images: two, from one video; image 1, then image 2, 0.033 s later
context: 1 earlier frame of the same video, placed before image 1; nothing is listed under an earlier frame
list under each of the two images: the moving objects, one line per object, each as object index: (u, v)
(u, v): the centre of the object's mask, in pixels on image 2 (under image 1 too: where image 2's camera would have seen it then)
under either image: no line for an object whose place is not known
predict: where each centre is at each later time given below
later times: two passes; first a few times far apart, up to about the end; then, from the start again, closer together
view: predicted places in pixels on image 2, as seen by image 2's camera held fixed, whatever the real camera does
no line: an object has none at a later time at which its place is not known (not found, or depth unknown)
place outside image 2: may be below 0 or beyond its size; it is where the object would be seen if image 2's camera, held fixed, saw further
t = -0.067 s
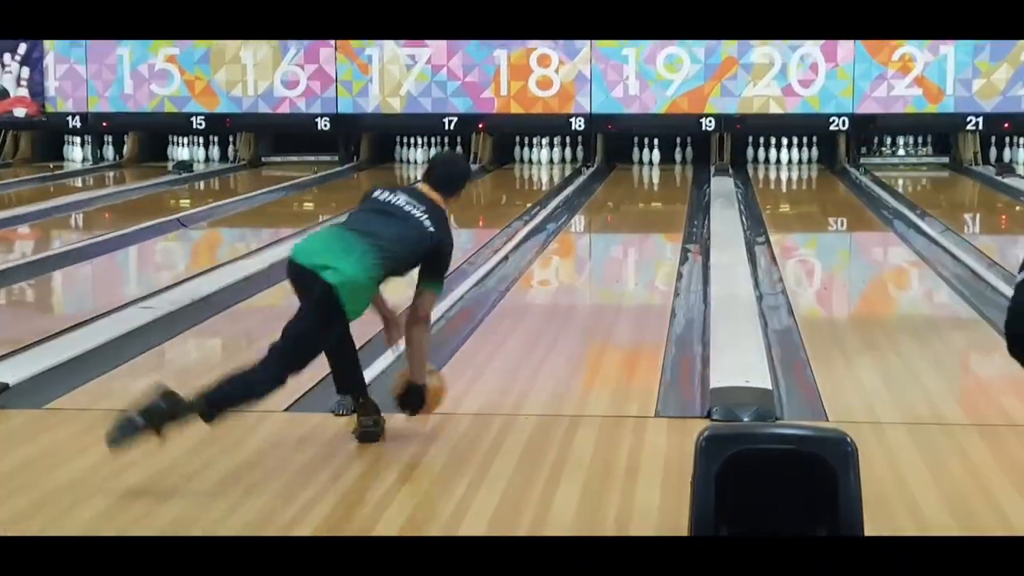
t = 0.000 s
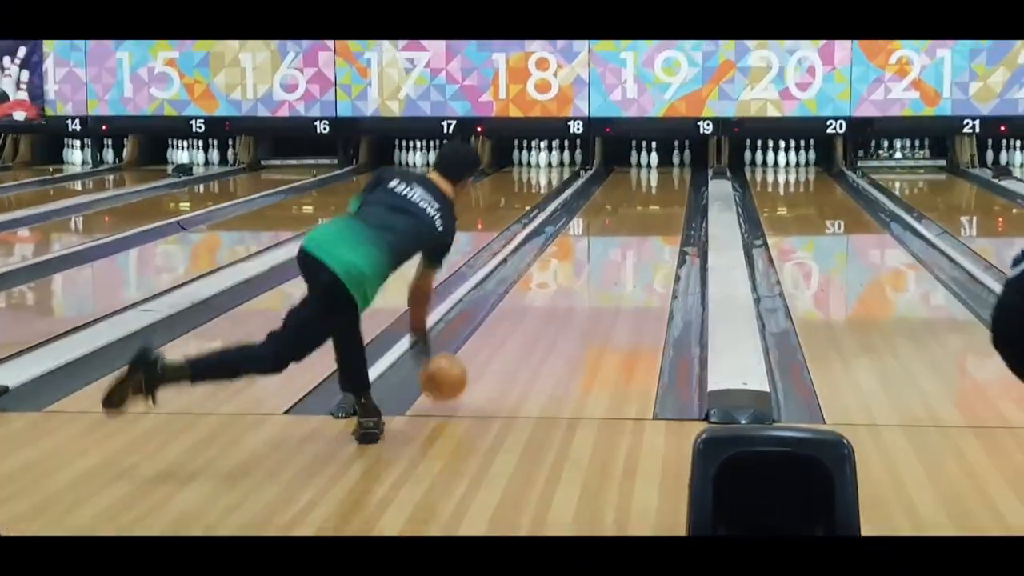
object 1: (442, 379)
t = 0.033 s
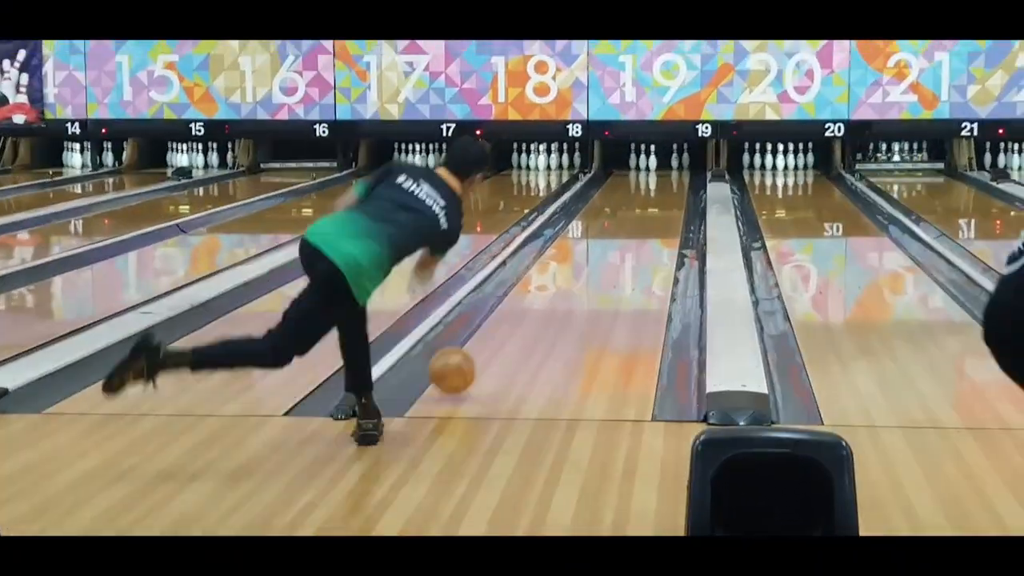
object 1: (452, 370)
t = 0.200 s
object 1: (493, 332)
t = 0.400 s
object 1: (529, 292)
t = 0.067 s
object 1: (461, 365)
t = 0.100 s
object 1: (470, 357)
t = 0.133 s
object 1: (479, 349)
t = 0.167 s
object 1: (487, 340)
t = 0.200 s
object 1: (493, 332)
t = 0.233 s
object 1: (500, 325)
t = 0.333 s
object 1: (518, 304)
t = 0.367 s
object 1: (524, 298)
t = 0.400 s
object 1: (529, 292)
